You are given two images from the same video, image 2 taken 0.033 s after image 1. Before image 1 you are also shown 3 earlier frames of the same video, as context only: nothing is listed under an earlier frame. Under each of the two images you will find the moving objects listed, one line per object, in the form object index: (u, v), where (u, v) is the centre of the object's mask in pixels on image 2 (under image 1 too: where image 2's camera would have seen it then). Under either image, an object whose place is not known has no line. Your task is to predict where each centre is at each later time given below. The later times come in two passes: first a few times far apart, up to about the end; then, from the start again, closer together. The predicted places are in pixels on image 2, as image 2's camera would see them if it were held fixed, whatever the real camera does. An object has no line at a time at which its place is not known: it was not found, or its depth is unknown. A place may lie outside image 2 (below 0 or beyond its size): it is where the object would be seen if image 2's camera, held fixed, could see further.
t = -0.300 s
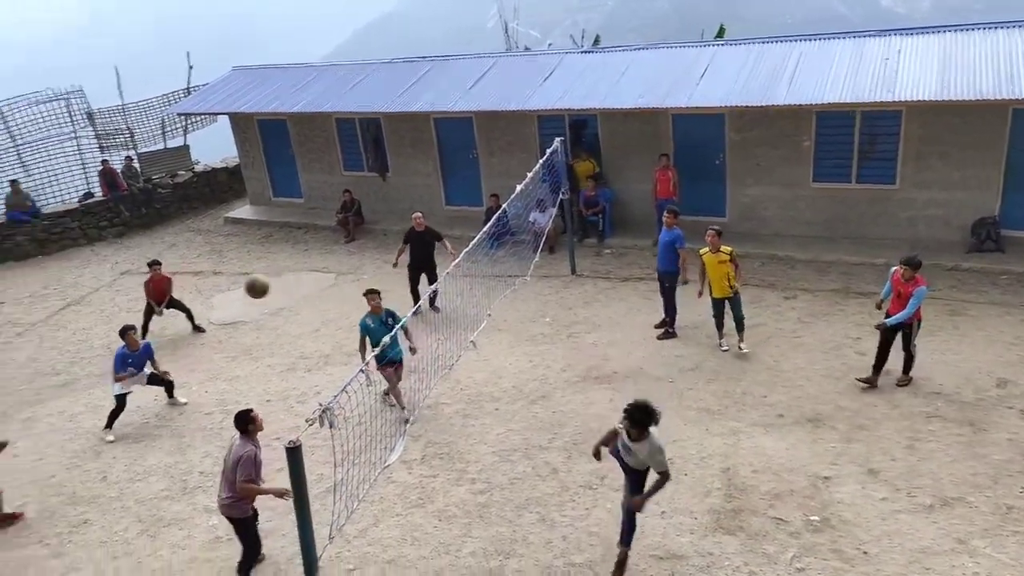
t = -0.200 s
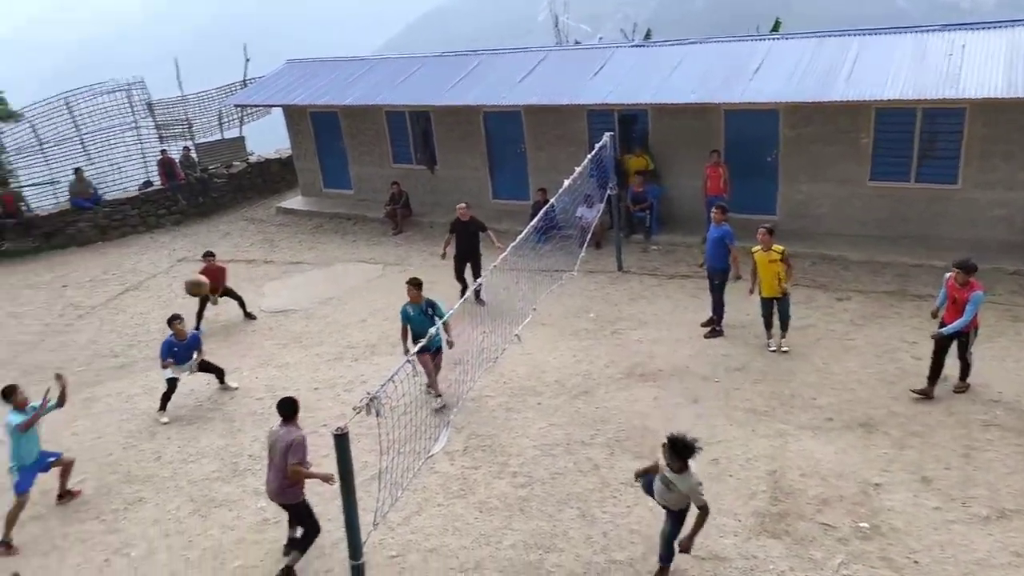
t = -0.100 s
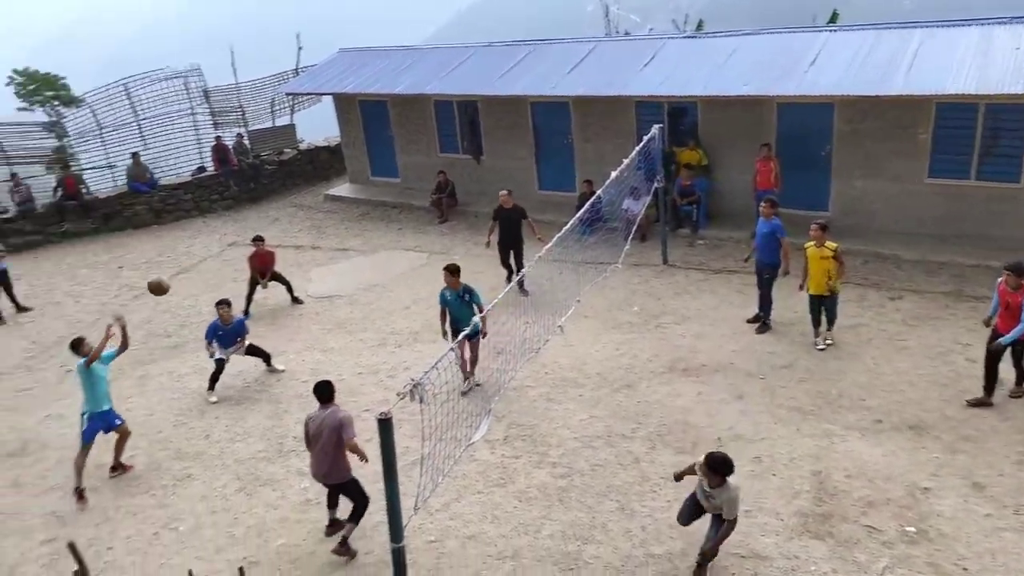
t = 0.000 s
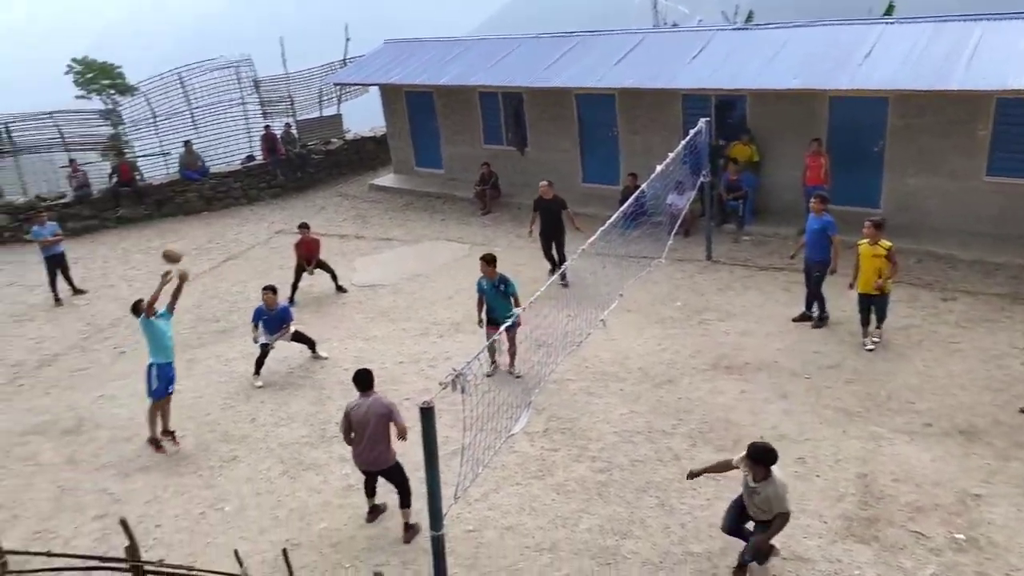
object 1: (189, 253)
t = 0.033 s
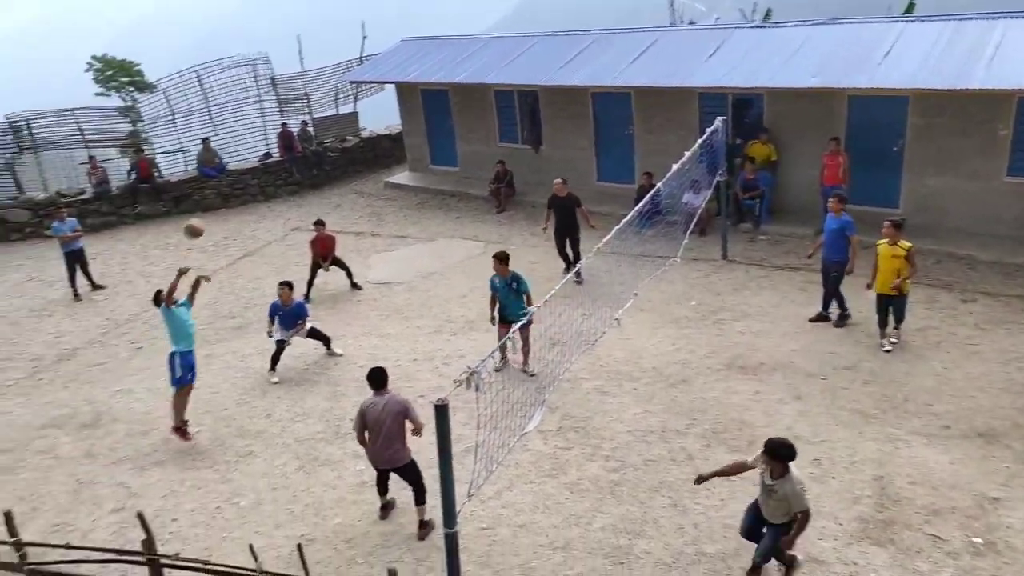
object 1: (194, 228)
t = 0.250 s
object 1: (225, 109)
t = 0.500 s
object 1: (271, 25)
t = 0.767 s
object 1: (324, 3)
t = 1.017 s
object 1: (374, 39)
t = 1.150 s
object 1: (401, 74)
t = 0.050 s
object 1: (196, 218)
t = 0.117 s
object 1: (207, 176)
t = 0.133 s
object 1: (208, 169)
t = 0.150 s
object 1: (210, 158)
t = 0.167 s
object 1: (210, 153)
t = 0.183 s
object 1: (215, 141)
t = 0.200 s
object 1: (218, 133)
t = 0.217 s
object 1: (220, 126)
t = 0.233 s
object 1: (222, 117)
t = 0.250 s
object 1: (225, 109)
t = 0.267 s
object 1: (228, 101)
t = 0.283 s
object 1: (230, 94)
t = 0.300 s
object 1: (233, 87)
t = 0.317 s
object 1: (236, 80)
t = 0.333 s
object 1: (240, 74)
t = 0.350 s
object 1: (243, 67)
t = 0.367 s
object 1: (247, 61)
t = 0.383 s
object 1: (249, 56)
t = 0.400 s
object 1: (252, 51)
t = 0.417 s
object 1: (255, 46)
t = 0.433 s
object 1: (258, 41)
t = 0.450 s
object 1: (261, 37)
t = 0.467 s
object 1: (265, 33)
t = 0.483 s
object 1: (268, 29)
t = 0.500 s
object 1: (271, 25)
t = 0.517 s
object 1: (275, 22)
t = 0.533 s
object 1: (278, 19)
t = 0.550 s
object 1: (281, 16)
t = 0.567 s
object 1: (284, 13)
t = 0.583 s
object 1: (288, 11)
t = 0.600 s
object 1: (291, 9)
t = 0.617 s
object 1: (294, 7)
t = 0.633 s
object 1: (297, 6)
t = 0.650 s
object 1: (301, 5)
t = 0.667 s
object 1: (304, 4)
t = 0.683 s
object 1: (307, 3)
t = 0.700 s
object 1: (311, 3)
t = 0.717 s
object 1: (314, 2)
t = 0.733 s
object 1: (317, 2)
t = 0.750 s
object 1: (321, 3)
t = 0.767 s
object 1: (324, 3)
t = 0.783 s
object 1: (327, 4)
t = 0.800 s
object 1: (331, 6)
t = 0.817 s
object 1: (334, 7)
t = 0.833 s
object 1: (337, 8)
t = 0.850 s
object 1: (341, 10)
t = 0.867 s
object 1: (344, 12)
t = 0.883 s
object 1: (347, 14)
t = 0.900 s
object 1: (351, 17)
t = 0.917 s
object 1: (354, 19)
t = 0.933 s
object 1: (357, 22)
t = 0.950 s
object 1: (360, 25)
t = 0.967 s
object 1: (364, 28)
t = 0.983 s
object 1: (367, 31)
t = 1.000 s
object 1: (371, 34)
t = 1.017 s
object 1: (374, 39)
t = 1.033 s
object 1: (378, 42)
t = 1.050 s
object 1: (381, 46)
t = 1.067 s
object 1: (385, 50)
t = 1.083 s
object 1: (388, 55)
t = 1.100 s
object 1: (391, 59)
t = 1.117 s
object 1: (394, 64)
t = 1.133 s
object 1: (397, 69)
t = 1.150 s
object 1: (401, 74)
